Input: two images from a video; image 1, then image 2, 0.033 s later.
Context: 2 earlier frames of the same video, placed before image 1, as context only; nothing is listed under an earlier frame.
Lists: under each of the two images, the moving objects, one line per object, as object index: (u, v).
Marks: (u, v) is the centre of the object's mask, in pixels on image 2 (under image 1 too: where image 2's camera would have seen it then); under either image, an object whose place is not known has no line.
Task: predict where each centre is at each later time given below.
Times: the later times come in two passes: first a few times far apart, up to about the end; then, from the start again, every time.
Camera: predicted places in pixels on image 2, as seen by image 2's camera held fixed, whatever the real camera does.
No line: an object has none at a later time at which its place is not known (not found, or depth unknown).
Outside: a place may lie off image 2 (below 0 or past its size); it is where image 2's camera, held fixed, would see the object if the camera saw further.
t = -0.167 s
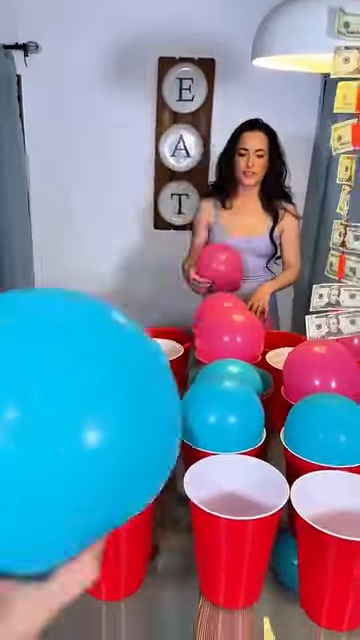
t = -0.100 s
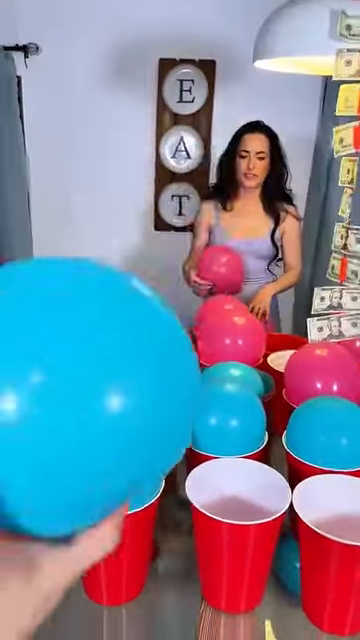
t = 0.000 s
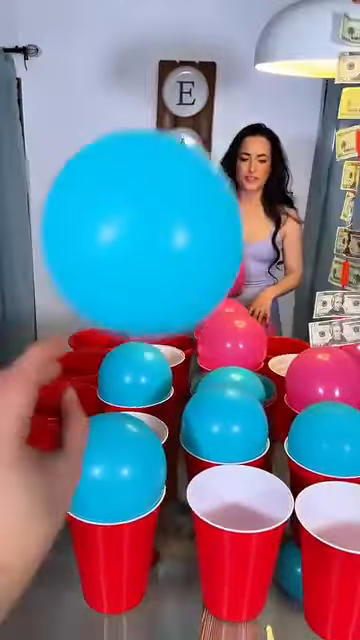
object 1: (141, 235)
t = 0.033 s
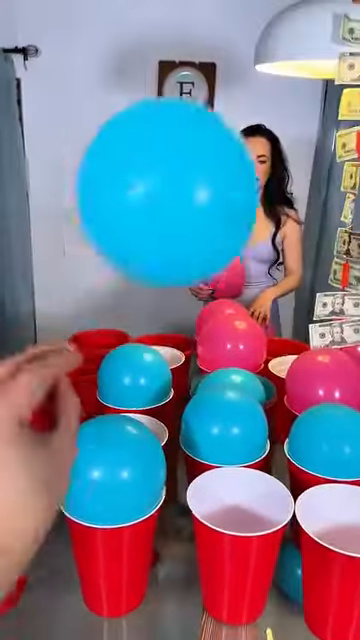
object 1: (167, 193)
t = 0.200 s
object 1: (231, 117)
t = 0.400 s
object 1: (238, 148)
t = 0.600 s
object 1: (226, 195)
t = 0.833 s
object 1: (210, 258)
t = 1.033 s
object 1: (197, 327)
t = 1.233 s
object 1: (195, 330)
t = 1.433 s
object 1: (194, 337)
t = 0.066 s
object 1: (188, 162)
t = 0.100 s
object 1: (204, 141)
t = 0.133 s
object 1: (216, 127)
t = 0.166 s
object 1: (224, 120)
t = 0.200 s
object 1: (231, 117)
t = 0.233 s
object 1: (236, 118)
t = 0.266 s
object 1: (238, 121)
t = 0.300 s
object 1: (239, 125)
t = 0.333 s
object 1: (240, 132)
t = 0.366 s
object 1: (240, 139)
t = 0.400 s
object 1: (238, 148)
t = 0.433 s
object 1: (237, 156)
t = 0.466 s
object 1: (235, 164)
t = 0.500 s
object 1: (233, 172)
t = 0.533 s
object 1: (231, 180)
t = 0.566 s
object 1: (229, 188)
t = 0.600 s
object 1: (226, 195)
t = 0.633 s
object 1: (225, 203)
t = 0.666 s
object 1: (222, 211)
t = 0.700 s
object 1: (220, 220)
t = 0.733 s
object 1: (217, 229)
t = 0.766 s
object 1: (215, 238)
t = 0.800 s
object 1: (213, 247)
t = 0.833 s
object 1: (210, 258)
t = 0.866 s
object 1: (208, 269)
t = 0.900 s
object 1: (206, 280)
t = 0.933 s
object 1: (203, 291)
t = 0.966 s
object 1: (200, 303)
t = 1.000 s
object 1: (199, 315)
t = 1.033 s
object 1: (197, 327)
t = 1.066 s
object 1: (196, 340)
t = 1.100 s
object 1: (198, 340)
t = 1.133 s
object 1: (200, 337)
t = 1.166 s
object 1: (198, 332)
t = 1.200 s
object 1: (197, 331)
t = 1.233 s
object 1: (195, 330)
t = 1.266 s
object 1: (193, 331)
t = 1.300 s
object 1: (190, 333)
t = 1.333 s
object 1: (189, 333)
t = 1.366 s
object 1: (191, 334)
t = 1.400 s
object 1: (193, 335)
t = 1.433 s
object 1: (194, 337)
